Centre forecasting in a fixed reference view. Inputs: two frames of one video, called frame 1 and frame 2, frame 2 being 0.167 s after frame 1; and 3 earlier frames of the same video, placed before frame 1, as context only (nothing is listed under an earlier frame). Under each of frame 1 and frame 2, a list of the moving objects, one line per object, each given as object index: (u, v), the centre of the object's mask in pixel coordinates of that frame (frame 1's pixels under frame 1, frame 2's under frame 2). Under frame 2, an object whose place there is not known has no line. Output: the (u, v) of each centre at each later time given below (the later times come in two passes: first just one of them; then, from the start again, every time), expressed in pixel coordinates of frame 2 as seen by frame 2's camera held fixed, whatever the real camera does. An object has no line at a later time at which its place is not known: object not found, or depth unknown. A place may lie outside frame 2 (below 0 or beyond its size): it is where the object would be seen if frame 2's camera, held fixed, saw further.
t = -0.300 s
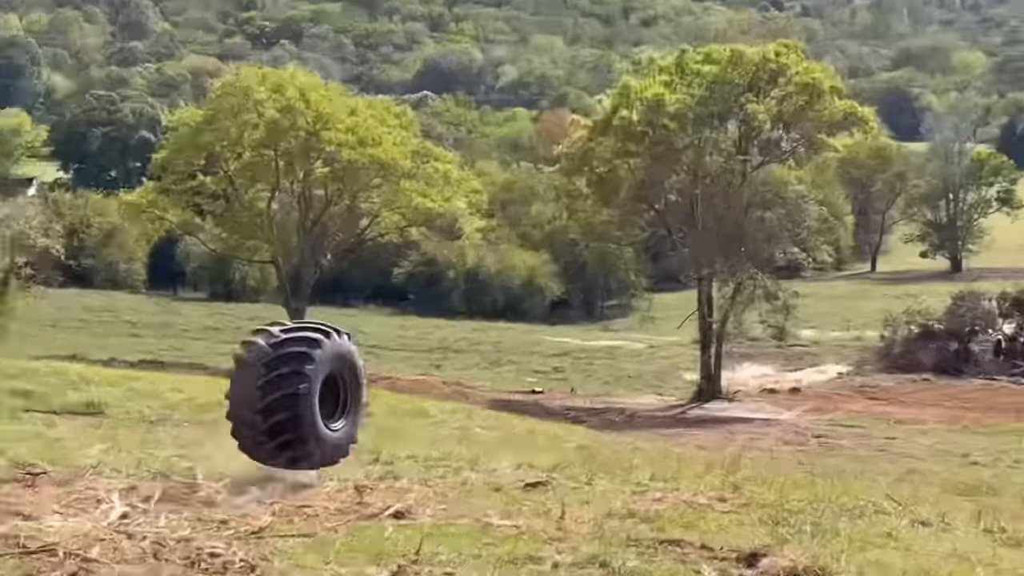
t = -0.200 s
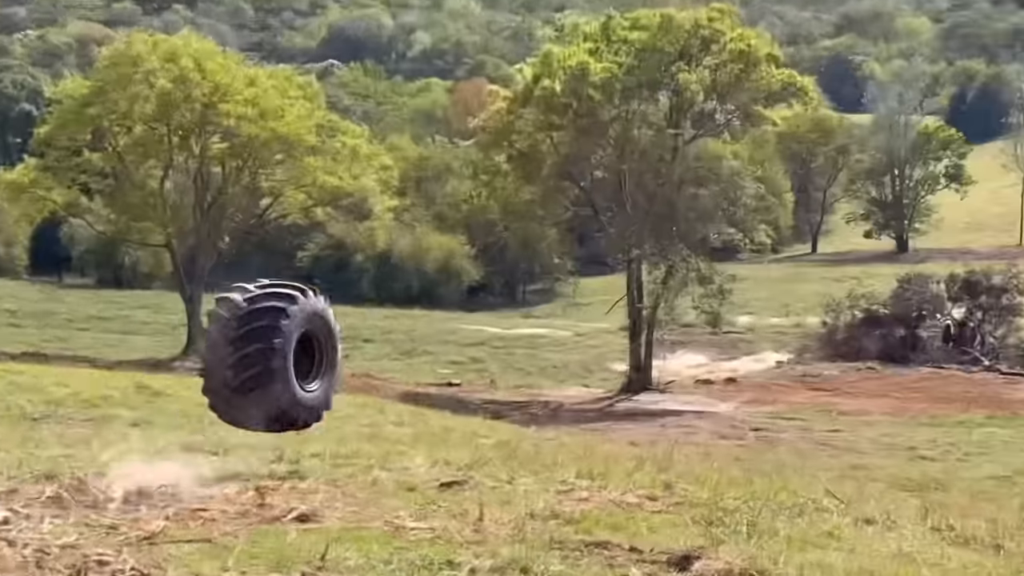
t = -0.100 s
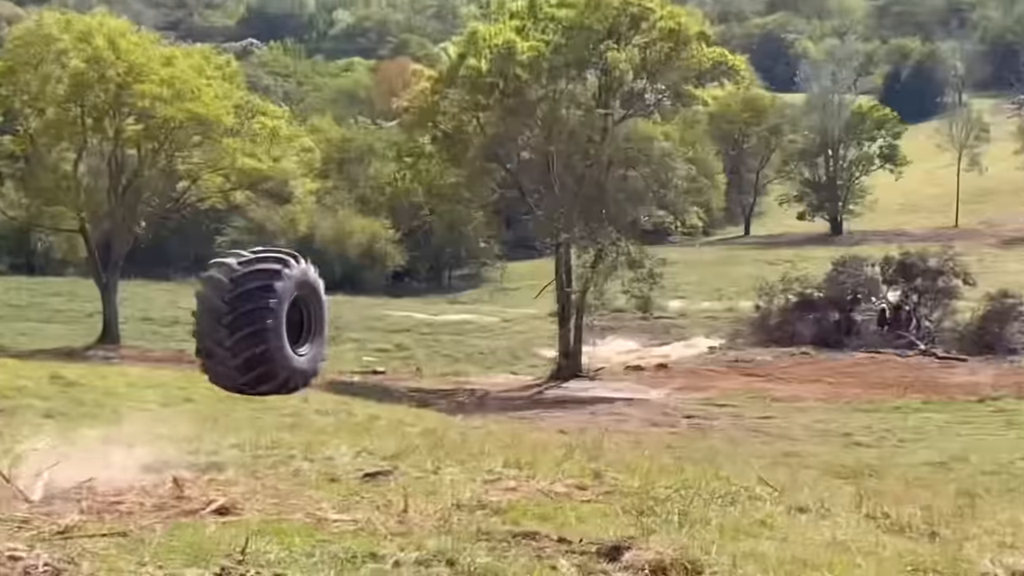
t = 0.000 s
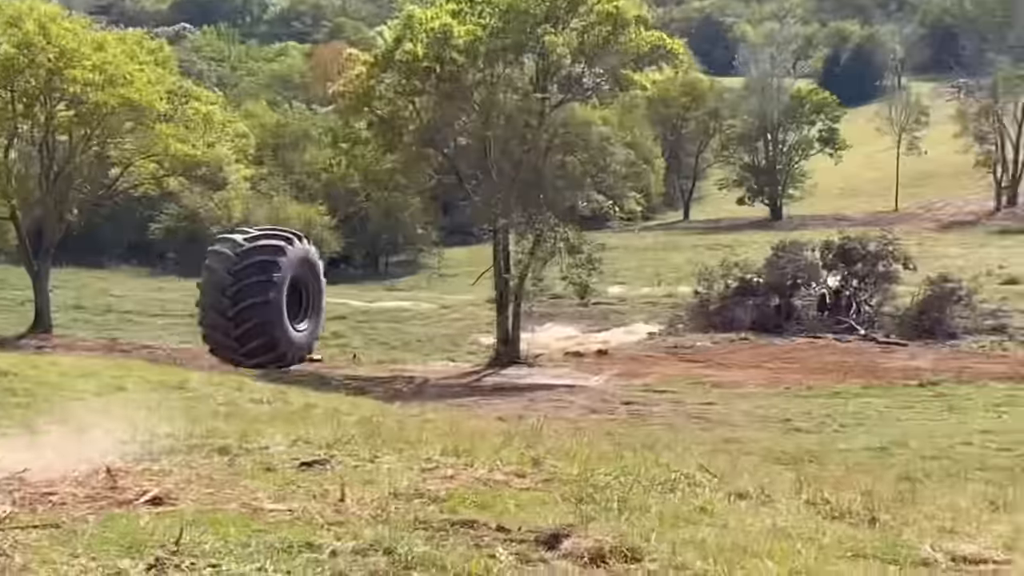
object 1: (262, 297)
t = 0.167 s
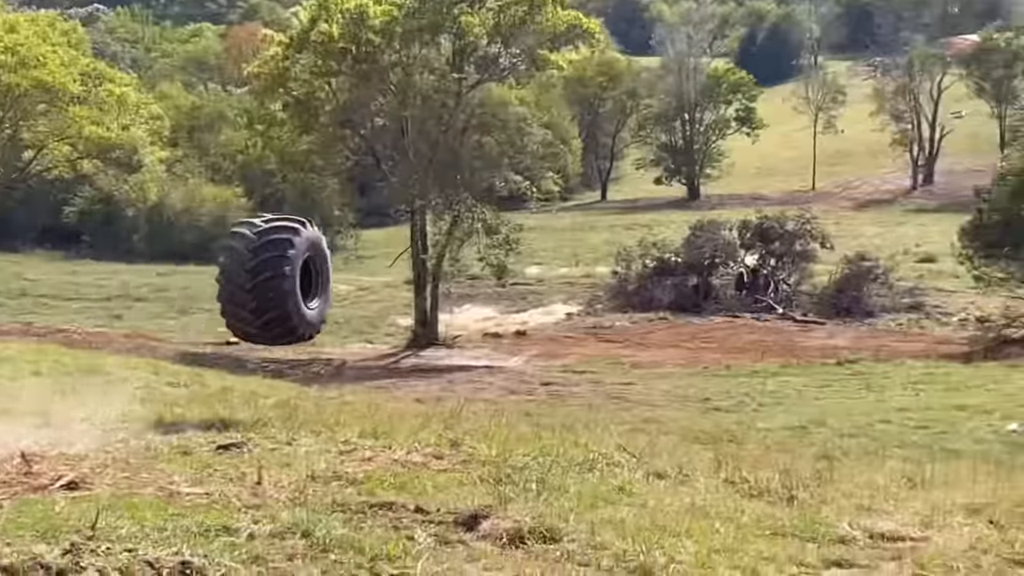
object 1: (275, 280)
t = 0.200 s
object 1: (291, 282)
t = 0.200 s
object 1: (291, 282)
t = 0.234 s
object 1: (310, 284)
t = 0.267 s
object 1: (326, 288)
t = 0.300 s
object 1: (341, 293)
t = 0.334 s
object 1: (356, 297)
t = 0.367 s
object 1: (370, 304)
